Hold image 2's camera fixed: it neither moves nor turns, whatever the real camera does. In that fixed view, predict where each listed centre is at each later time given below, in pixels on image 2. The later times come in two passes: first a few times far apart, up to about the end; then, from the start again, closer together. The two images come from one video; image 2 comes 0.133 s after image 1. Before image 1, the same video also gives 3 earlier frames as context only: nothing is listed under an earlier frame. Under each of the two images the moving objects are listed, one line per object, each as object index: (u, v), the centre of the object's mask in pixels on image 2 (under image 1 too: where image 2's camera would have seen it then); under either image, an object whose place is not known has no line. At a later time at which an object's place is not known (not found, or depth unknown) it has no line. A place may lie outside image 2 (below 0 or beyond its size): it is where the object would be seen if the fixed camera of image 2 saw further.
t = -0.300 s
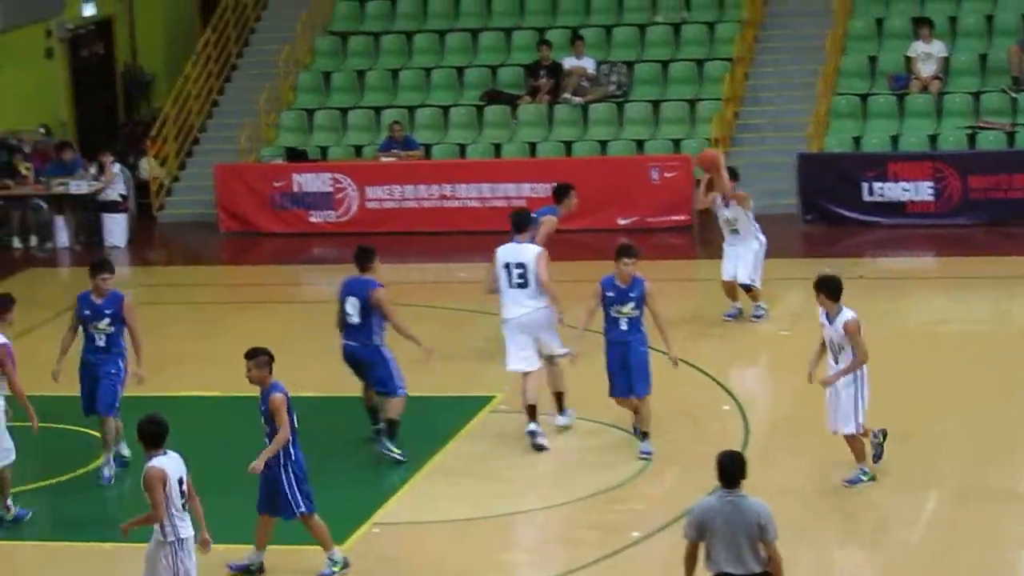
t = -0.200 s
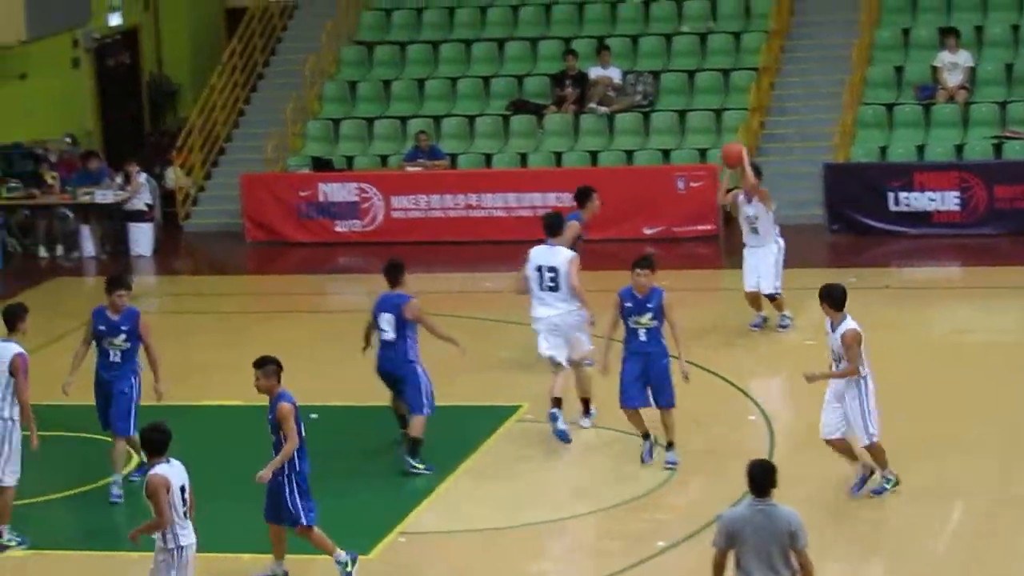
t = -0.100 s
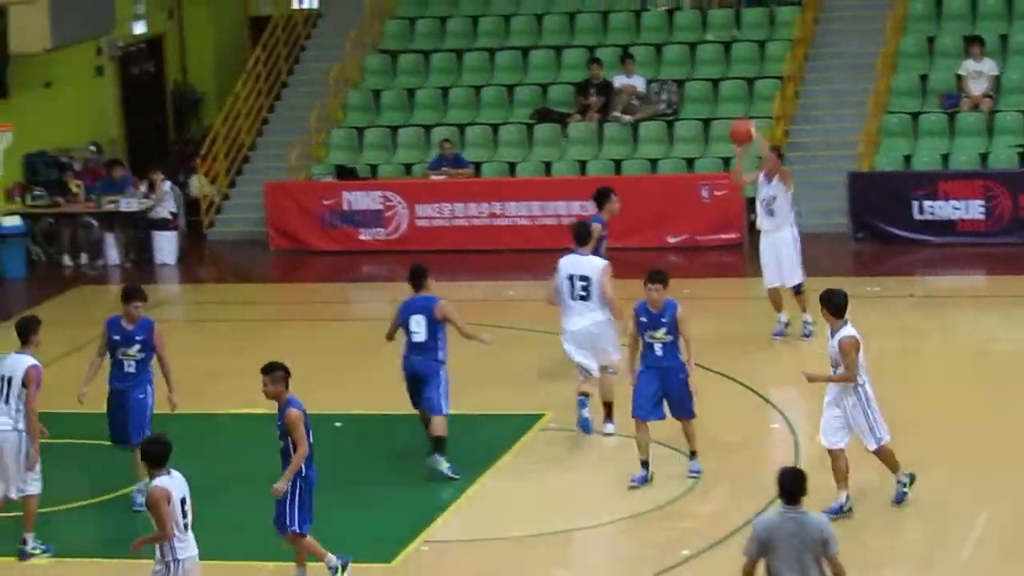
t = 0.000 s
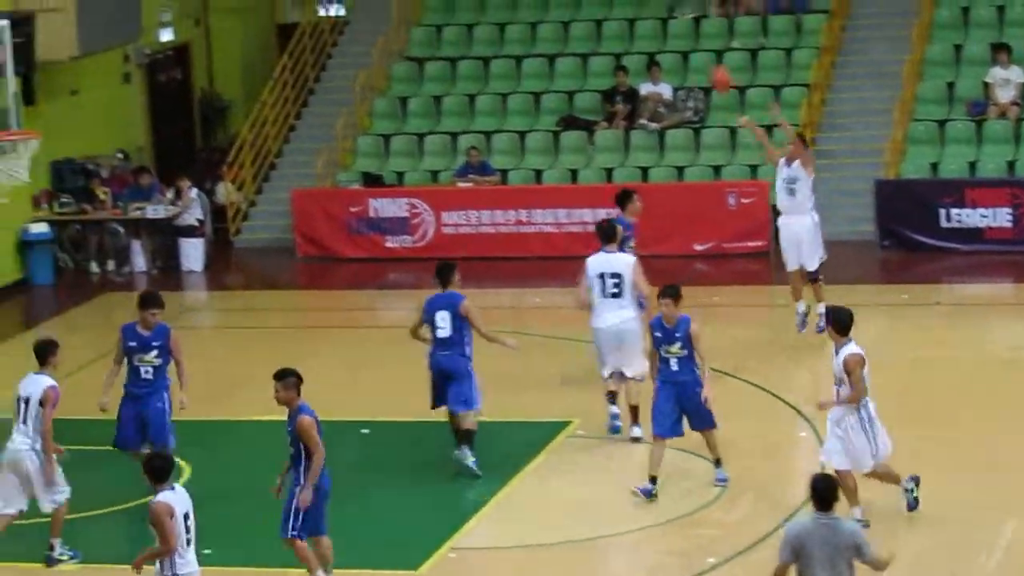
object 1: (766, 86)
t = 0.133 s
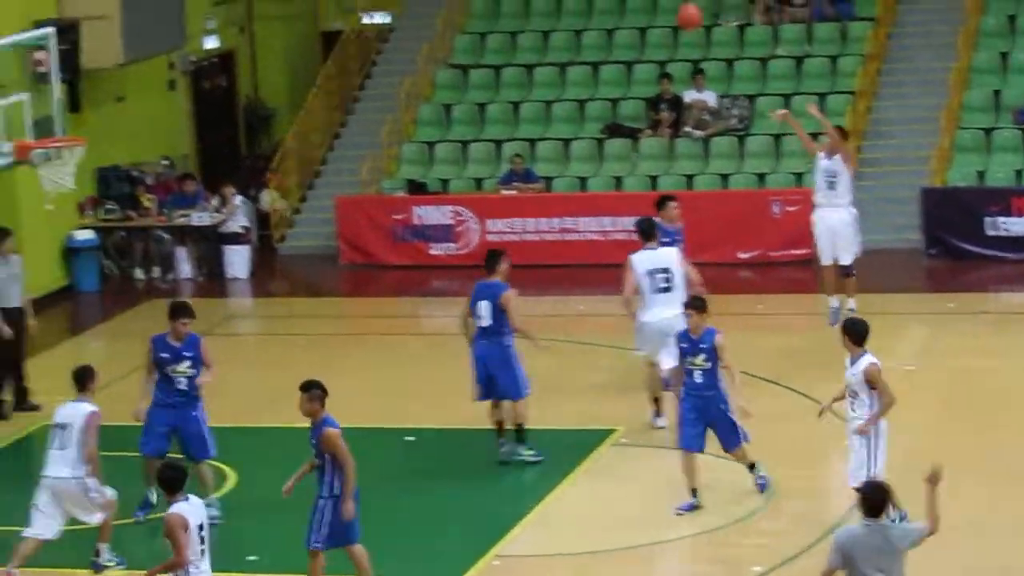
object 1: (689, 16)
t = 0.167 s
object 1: (670, 5)
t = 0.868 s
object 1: (257, -49)
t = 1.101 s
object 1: (121, 47)
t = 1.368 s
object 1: (77, 171)
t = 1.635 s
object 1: (78, 194)
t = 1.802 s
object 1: (76, 251)
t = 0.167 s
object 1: (670, 5)
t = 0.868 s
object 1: (257, -49)
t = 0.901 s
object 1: (238, -45)
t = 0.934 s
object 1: (219, -36)
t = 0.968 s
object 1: (199, -22)
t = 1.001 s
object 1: (179, -6)
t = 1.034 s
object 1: (160, 10)
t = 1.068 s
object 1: (140, 24)
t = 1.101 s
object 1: (121, 47)
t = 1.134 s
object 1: (100, 68)
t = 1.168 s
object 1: (81, 87)
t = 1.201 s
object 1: (64, 109)
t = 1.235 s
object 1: (41, 133)
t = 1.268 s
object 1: (49, 156)
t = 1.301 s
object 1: (68, 164)
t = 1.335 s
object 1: (81, 163)
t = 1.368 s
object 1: (77, 171)
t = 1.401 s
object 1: (82, 165)
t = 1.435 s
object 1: (83, 166)
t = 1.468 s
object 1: (85, 168)
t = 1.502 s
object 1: (84, 172)
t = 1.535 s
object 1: (84, 175)
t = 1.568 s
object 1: (83, 180)
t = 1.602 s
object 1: (82, 186)
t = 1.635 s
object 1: (78, 194)
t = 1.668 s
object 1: (76, 202)
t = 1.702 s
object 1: (75, 212)
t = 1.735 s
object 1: (74, 222)
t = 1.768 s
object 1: (75, 238)
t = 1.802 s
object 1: (76, 251)
